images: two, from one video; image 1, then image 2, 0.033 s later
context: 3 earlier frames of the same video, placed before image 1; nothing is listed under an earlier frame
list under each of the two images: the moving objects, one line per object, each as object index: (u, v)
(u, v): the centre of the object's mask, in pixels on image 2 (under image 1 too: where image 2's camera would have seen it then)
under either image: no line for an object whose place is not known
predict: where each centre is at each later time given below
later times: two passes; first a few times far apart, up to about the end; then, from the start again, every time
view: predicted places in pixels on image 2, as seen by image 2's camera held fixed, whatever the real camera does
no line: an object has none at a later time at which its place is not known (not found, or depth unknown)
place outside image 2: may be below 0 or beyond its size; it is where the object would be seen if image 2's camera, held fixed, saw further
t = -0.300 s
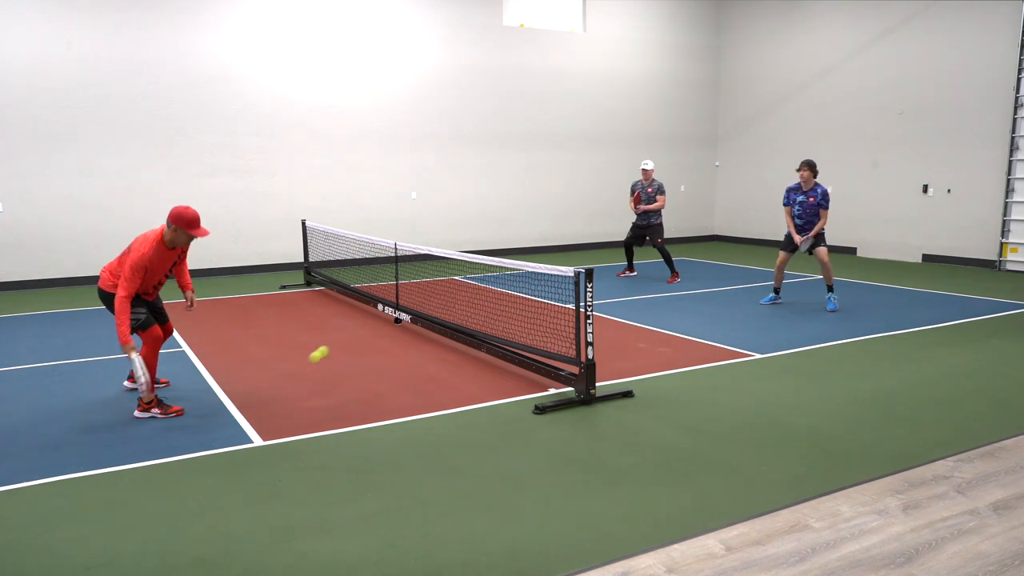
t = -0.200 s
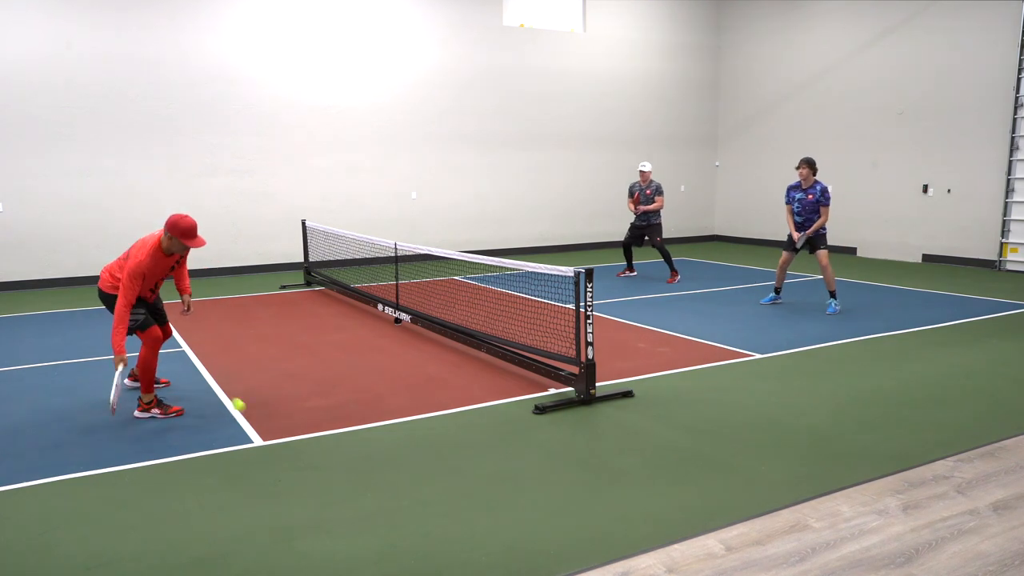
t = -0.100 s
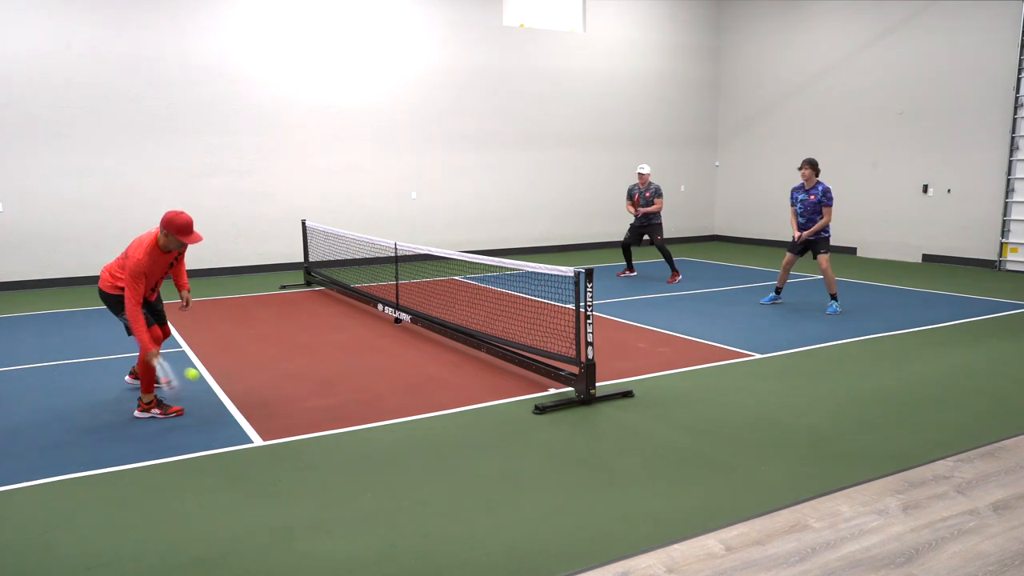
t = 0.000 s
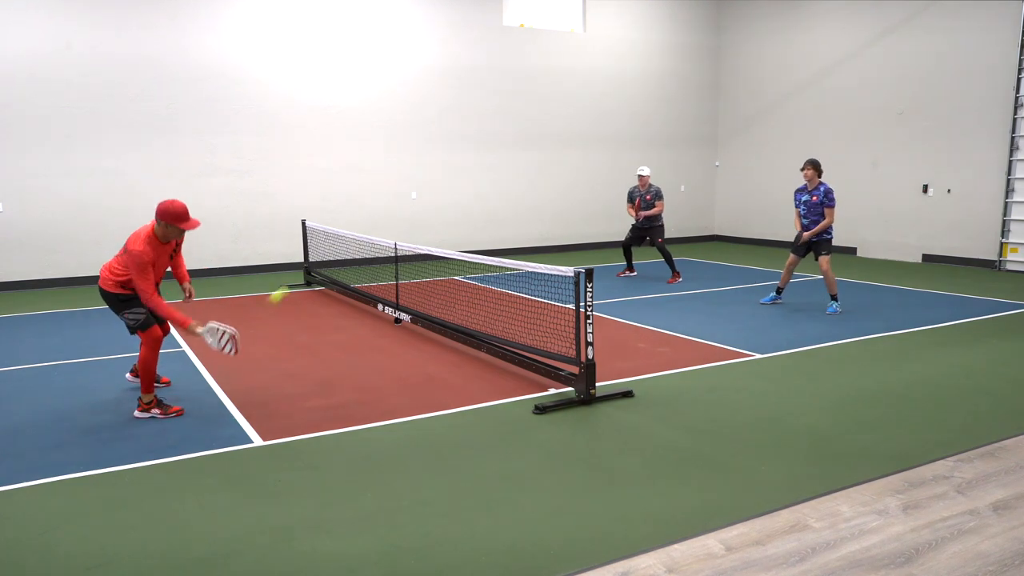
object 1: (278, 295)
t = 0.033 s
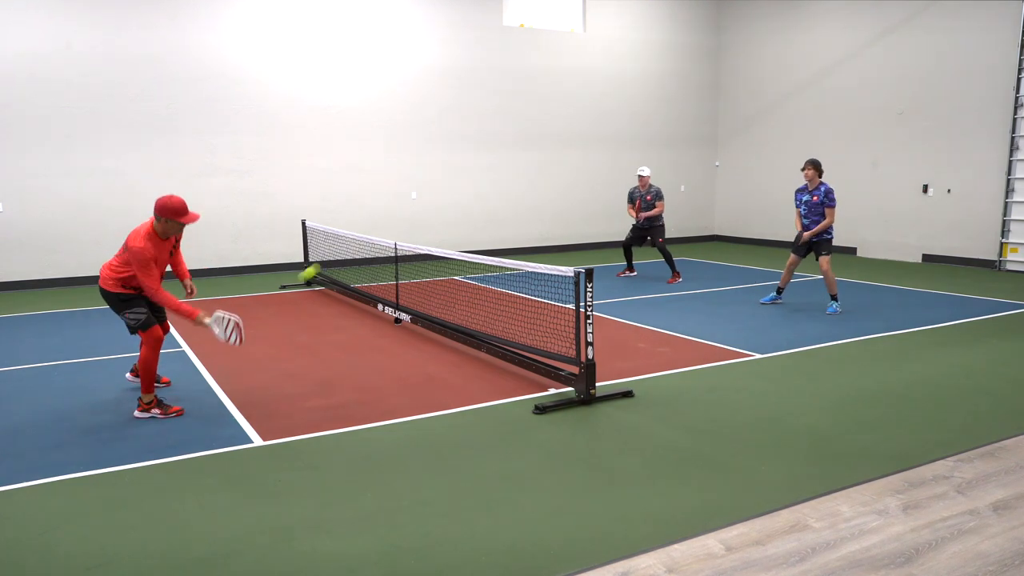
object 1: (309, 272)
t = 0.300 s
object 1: (504, 171)
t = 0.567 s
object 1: (622, 167)
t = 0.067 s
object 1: (338, 253)
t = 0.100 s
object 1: (366, 234)
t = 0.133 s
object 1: (393, 218)
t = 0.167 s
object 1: (417, 205)
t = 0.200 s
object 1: (442, 194)
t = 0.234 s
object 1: (463, 184)
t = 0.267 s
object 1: (484, 177)
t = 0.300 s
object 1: (504, 171)
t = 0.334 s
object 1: (521, 166)
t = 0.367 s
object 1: (539, 163)
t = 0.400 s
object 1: (555, 161)
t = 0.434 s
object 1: (570, 160)
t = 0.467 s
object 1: (583, 161)
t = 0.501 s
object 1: (597, 162)
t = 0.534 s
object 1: (609, 164)
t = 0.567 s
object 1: (622, 167)
